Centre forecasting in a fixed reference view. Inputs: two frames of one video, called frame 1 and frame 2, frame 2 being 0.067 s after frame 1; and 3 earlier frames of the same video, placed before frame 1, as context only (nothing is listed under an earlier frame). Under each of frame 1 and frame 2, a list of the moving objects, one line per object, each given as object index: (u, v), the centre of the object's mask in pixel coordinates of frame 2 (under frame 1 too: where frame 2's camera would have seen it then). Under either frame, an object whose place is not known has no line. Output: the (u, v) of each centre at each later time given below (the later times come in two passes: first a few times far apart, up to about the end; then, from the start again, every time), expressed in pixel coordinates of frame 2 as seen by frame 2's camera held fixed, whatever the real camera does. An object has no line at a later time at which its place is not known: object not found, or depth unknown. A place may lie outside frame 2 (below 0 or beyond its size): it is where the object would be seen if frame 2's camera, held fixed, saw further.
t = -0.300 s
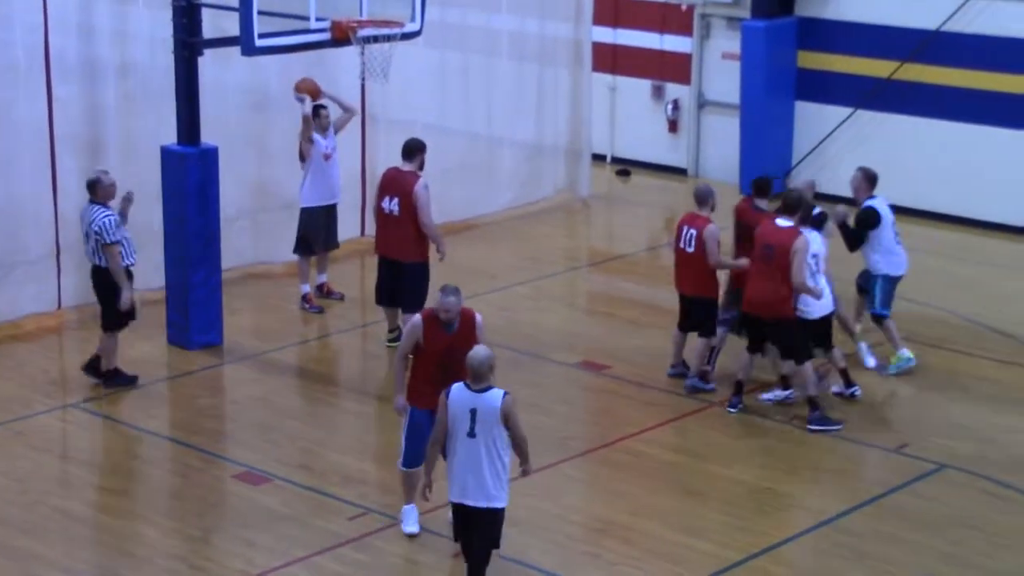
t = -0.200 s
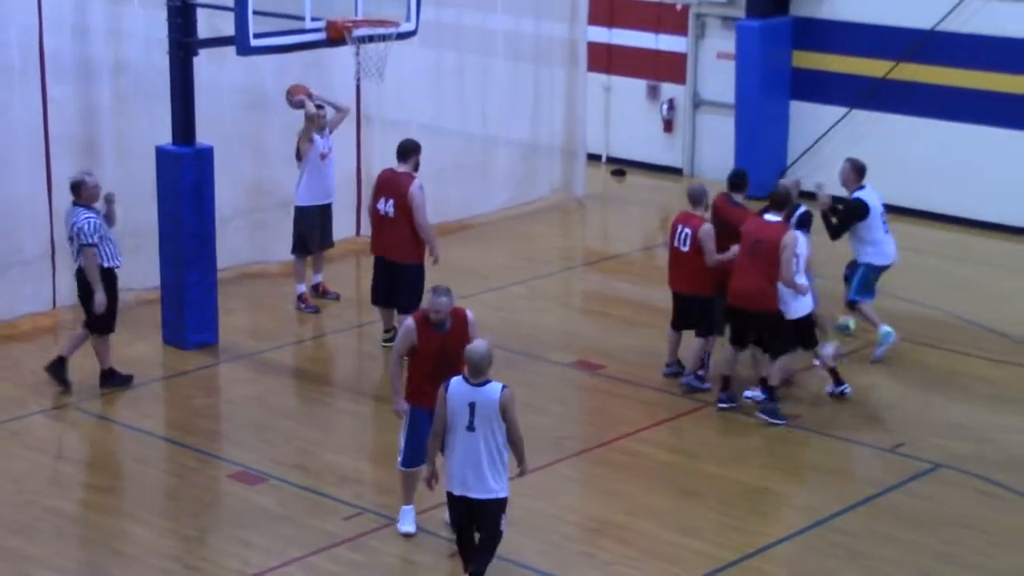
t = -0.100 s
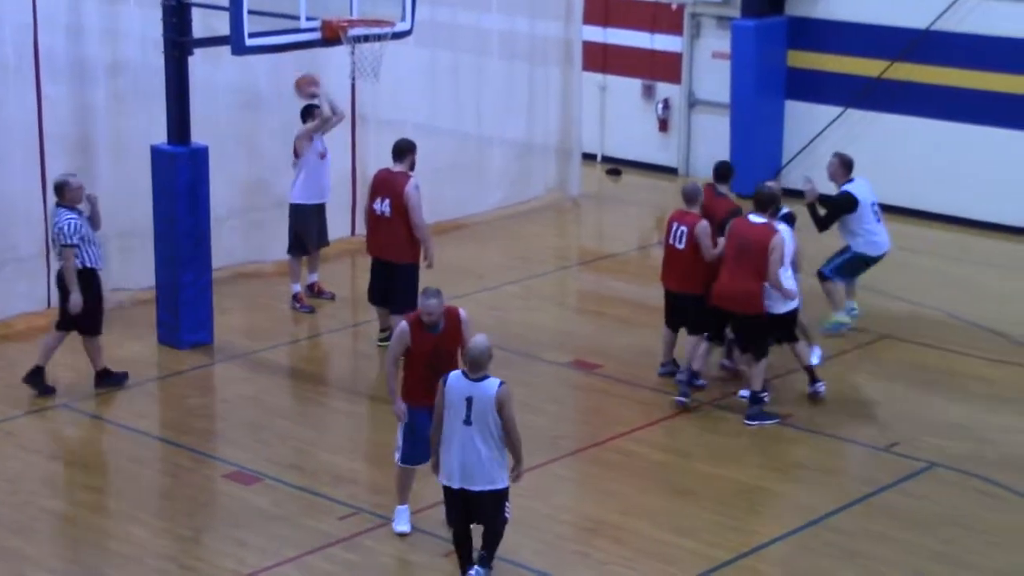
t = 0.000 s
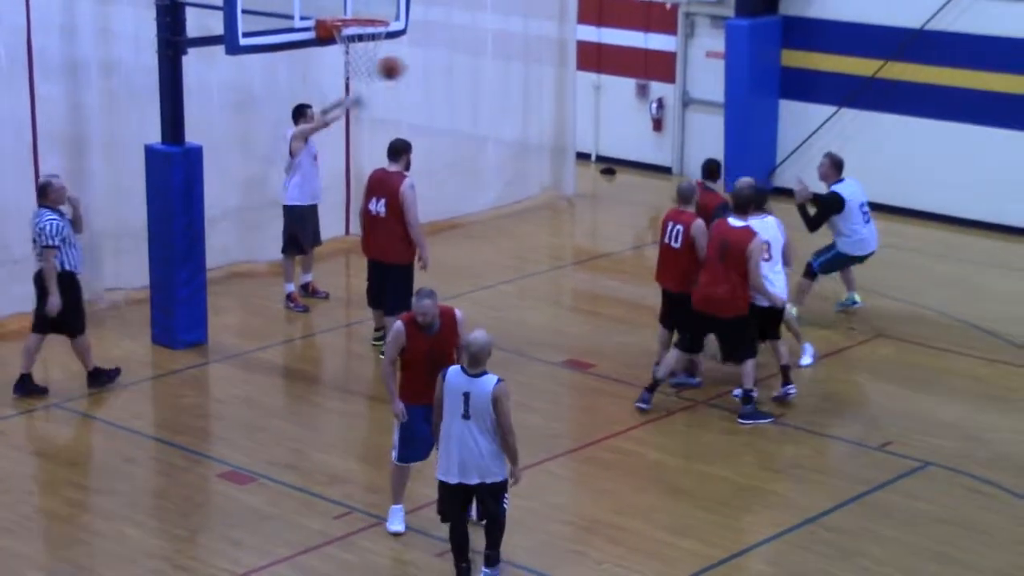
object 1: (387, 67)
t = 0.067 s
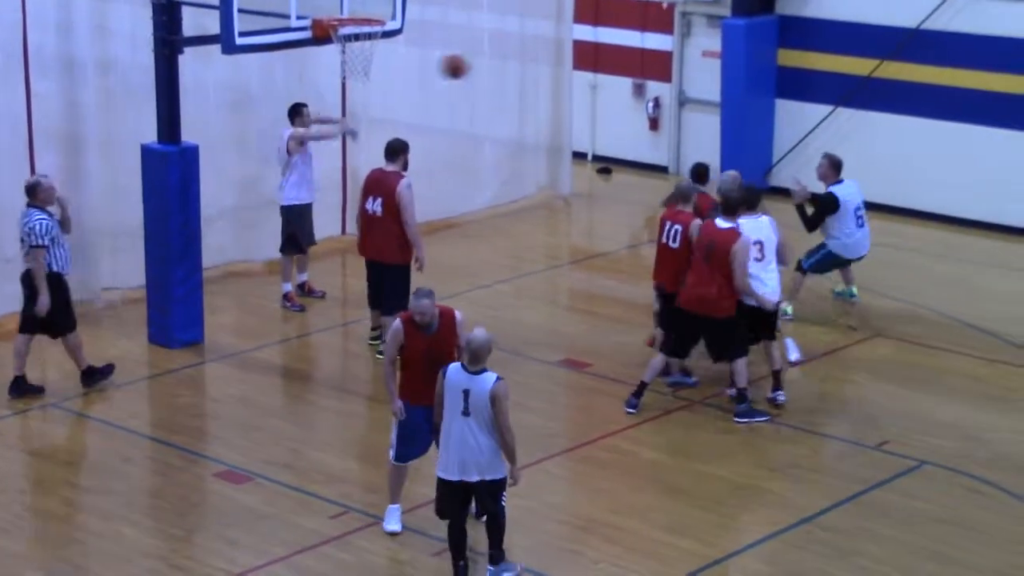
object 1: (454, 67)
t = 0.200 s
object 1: (590, 80)
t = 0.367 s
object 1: (751, 119)
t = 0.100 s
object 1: (489, 68)
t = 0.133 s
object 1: (525, 71)
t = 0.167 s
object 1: (558, 76)
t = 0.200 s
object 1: (590, 80)
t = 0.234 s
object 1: (622, 87)
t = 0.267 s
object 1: (655, 93)
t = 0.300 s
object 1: (689, 101)
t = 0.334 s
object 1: (720, 109)
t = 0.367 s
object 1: (751, 119)
